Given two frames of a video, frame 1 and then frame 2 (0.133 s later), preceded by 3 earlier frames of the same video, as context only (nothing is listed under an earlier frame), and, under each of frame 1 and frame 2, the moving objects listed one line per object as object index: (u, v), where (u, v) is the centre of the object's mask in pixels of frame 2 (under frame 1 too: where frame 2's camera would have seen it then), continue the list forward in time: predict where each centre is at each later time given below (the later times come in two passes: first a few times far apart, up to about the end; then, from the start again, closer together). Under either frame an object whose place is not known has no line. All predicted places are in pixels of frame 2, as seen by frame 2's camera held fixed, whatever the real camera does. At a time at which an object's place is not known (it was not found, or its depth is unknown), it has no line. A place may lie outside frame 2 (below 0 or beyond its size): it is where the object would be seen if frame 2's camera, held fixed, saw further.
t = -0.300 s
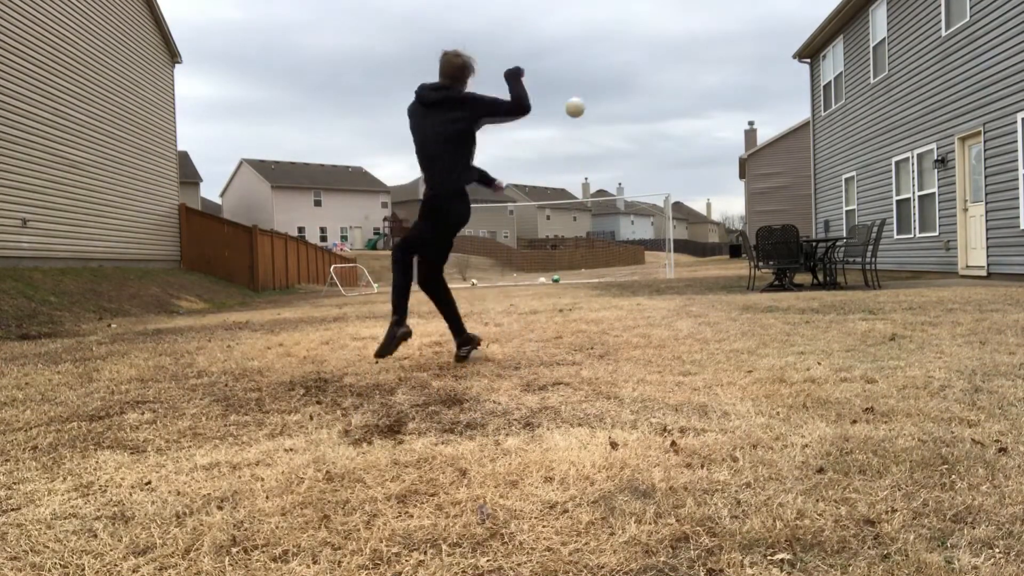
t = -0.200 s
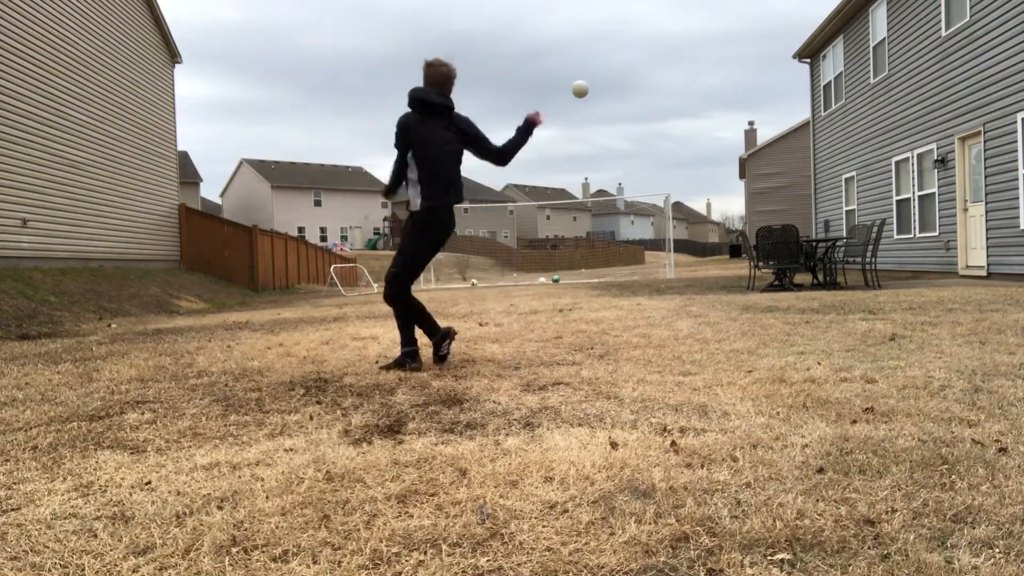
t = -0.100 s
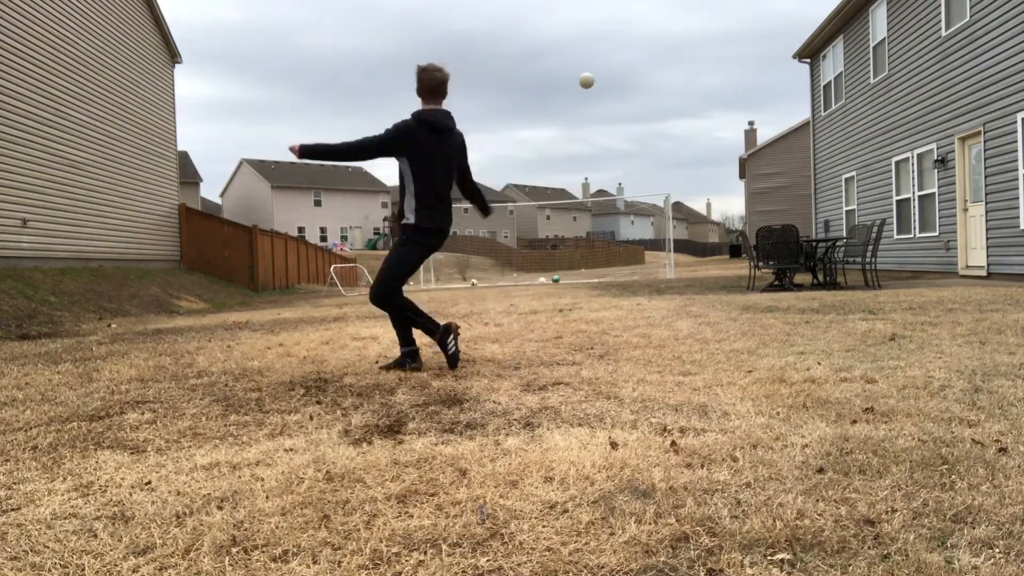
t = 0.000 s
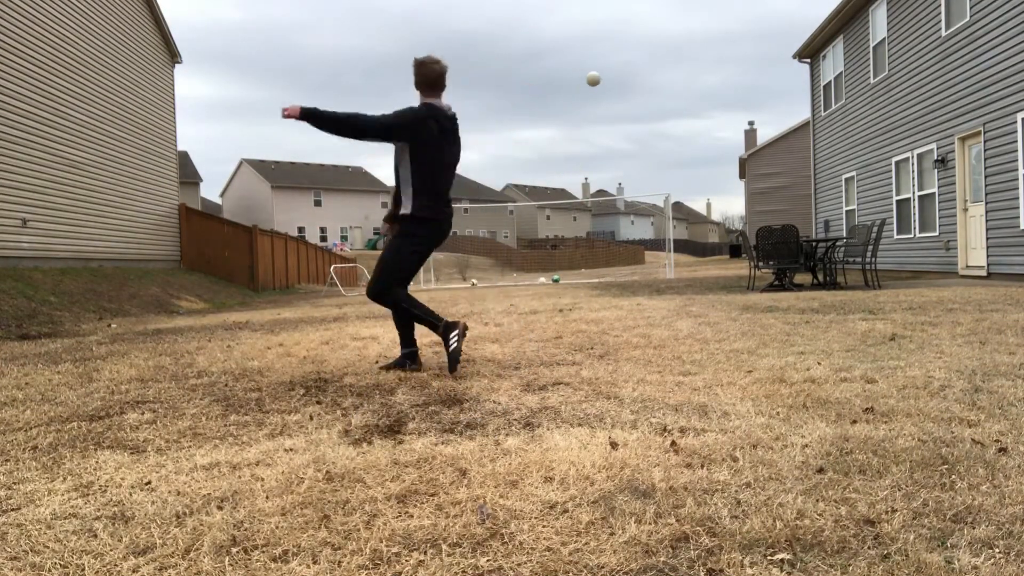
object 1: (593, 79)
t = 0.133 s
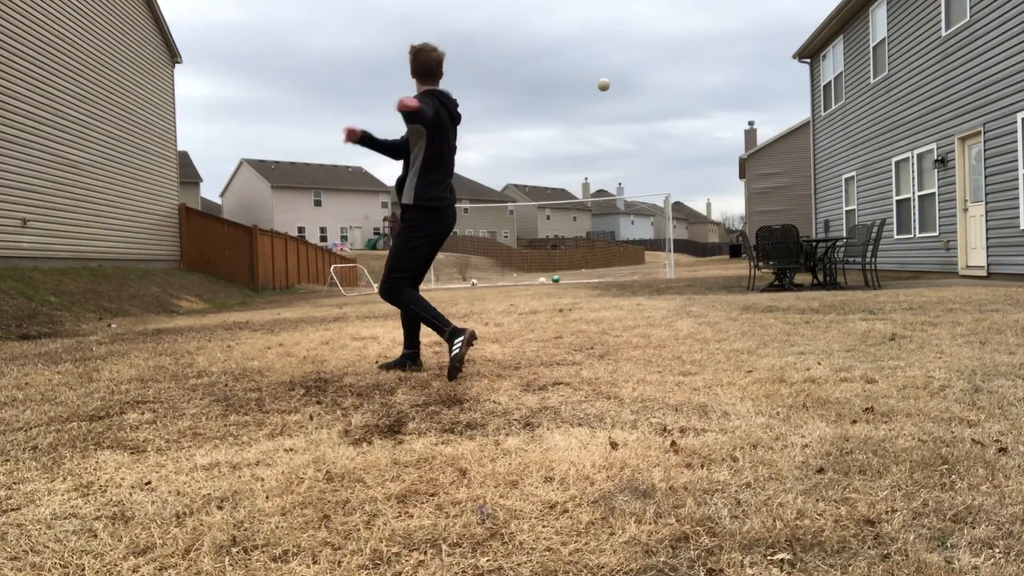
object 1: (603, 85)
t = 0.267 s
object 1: (614, 97)
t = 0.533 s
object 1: (635, 135)
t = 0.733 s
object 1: (651, 172)
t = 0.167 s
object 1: (606, 87)
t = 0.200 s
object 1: (608, 90)
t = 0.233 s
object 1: (611, 93)
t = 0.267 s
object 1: (614, 97)
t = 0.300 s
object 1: (616, 101)
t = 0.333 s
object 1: (619, 105)
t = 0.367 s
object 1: (621, 109)
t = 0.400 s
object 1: (624, 114)
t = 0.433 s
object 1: (627, 119)
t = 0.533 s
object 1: (635, 135)
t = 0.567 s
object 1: (637, 141)
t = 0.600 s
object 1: (640, 147)
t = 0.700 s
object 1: (648, 165)
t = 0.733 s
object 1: (651, 172)
